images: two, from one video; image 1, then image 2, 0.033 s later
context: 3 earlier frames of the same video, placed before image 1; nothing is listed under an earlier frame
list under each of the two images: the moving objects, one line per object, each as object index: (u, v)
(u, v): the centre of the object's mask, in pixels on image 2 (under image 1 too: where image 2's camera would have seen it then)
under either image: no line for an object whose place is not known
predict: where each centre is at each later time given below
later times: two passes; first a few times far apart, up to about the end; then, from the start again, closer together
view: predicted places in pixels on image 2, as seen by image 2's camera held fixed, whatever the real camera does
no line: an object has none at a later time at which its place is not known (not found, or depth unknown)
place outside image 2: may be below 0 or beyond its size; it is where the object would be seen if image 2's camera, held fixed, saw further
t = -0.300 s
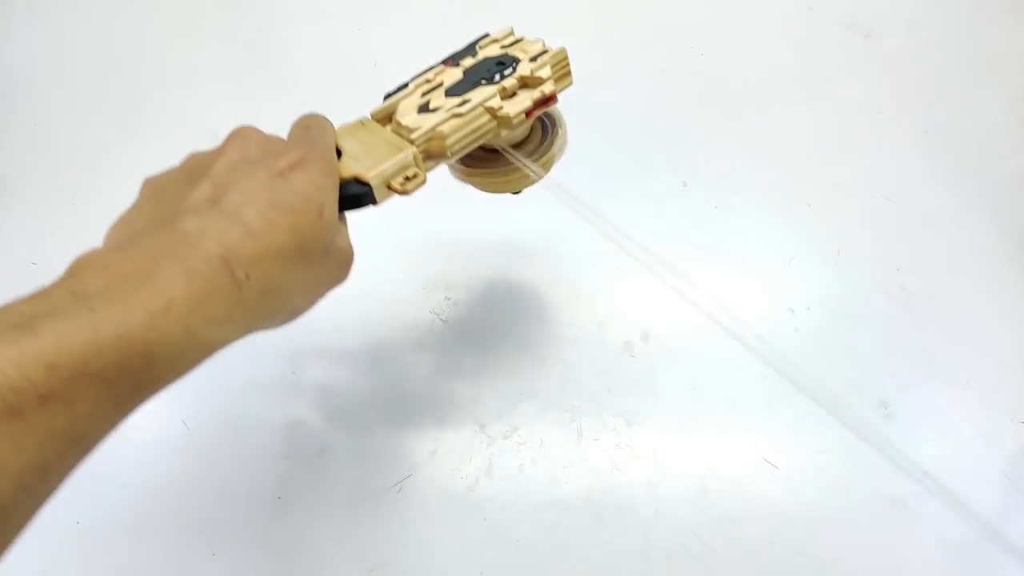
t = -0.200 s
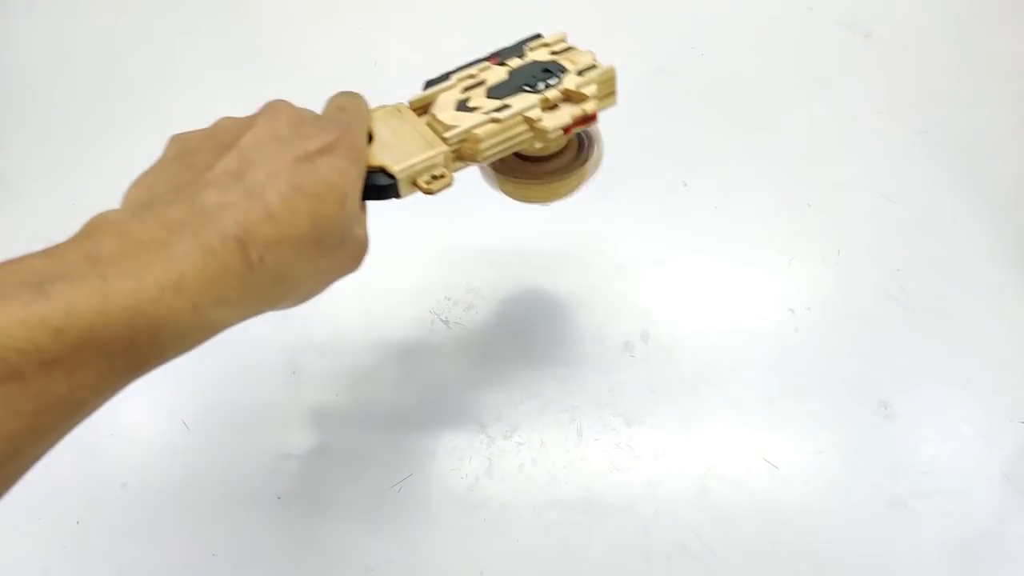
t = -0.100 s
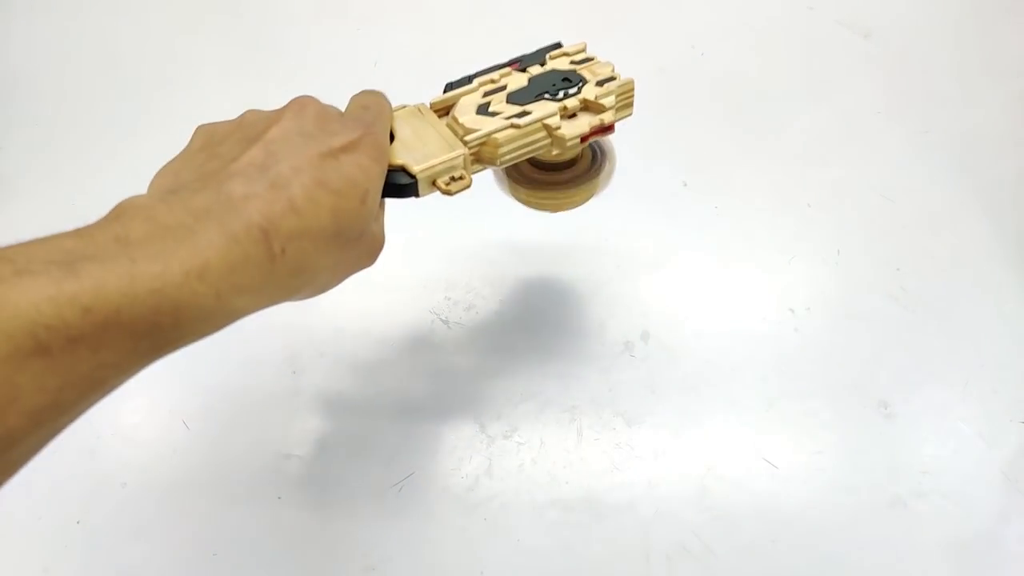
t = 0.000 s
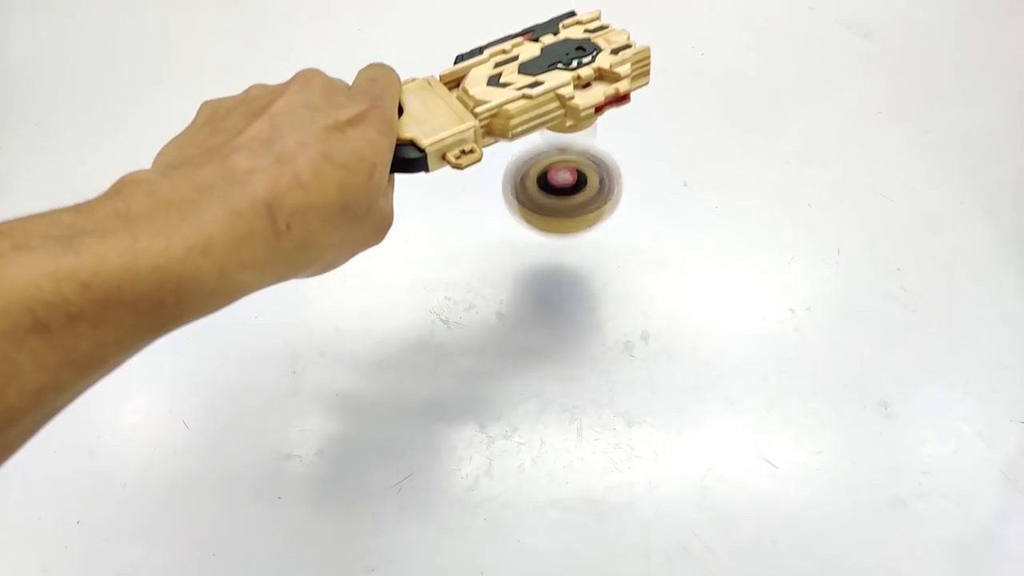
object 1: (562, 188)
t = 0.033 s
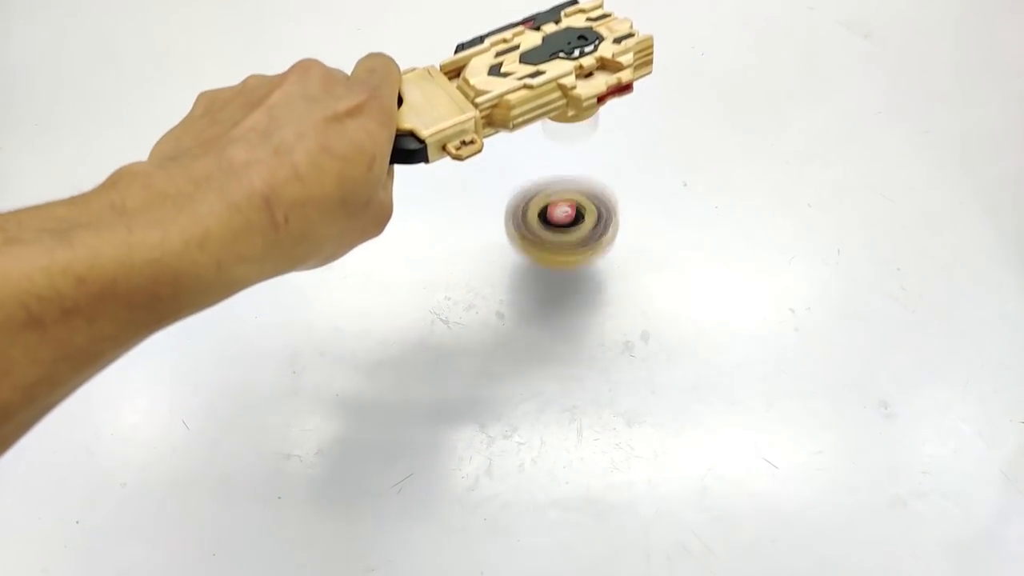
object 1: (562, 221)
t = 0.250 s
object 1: (537, 198)
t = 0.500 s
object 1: (546, 151)
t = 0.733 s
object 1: (558, 130)
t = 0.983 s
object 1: (558, 106)
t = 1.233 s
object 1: (544, 87)
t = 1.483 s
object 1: (521, 75)
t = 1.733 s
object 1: (496, 72)
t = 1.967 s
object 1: (474, 78)
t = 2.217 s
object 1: (457, 89)
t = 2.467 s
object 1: (451, 105)
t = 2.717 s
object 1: (457, 120)
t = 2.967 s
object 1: (472, 128)
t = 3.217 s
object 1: (489, 129)
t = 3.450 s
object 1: (503, 124)
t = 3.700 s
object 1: (510, 112)
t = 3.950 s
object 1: (508, 100)
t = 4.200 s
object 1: (496, 93)
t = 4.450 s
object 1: (482, 92)
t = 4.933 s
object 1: (466, 104)
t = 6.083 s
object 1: (492, 103)
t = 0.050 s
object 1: (560, 220)
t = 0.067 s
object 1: (559, 211)
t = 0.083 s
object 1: (557, 205)
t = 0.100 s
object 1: (554, 201)
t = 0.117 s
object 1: (552, 200)
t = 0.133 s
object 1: (549, 203)
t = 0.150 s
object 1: (547, 208)
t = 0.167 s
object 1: (544, 216)
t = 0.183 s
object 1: (542, 220)
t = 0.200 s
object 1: (541, 210)
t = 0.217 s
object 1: (540, 203)
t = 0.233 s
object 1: (539, 199)
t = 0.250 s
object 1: (537, 198)
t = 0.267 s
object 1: (536, 198)
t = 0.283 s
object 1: (535, 190)
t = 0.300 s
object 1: (535, 185)
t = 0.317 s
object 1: (534, 182)
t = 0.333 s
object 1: (534, 176)
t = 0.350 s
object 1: (536, 172)
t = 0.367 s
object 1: (536, 168)
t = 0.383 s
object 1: (538, 165)
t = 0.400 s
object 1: (540, 162)
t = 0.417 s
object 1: (541, 160)
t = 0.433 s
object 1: (542, 158)
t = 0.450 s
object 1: (543, 156)
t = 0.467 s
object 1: (544, 155)
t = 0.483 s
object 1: (545, 153)
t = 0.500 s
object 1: (546, 151)
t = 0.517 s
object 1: (547, 150)
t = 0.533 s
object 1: (548, 148)
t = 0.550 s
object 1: (549, 147)
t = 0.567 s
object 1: (550, 145)
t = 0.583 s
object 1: (551, 144)
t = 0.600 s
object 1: (552, 142)
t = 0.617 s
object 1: (553, 140)
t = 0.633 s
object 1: (554, 139)
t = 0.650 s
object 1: (555, 137)
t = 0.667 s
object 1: (555, 136)
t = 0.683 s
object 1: (556, 134)
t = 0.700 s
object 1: (557, 133)
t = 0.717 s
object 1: (558, 131)
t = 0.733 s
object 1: (558, 130)
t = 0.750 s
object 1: (559, 128)
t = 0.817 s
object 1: (560, 122)
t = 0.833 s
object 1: (560, 120)
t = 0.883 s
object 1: (560, 115)
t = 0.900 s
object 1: (560, 114)
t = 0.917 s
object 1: (559, 112)
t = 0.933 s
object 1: (559, 110)
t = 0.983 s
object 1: (558, 106)
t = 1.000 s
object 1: (557, 104)
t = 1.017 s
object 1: (557, 103)
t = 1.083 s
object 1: (554, 98)
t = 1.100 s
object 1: (553, 96)
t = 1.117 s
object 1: (552, 95)
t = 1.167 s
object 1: (549, 91)
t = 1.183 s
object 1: (547, 90)
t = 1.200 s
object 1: (546, 88)
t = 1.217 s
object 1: (545, 87)
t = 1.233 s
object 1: (544, 87)
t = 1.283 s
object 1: (540, 83)
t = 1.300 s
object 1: (539, 82)
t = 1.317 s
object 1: (537, 81)
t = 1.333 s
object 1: (535, 81)
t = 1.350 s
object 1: (534, 80)
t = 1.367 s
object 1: (533, 79)
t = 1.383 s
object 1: (531, 78)
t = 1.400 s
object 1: (530, 78)
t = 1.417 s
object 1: (528, 77)
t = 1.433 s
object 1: (527, 77)
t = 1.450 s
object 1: (525, 76)
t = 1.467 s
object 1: (523, 75)
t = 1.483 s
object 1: (521, 75)
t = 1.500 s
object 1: (520, 74)
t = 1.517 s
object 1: (518, 74)
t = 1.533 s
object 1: (517, 74)
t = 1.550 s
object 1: (515, 74)
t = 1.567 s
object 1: (513, 73)
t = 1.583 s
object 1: (511, 73)
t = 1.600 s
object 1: (509, 73)
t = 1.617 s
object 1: (508, 72)
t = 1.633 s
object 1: (506, 72)
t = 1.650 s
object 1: (505, 72)
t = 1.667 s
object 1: (503, 72)
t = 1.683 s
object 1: (501, 72)
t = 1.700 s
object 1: (499, 72)
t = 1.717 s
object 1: (497, 72)
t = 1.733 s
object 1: (496, 72)
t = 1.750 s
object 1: (494, 73)
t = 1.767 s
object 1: (493, 73)
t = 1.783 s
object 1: (491, 73)
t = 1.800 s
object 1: (489, 74)
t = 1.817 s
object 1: (488, 74)
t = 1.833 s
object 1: (486, 74)
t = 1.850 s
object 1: (485, 74)
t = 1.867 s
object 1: (483, 75)
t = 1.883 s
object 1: (482, 75)
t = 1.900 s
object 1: (480, 76)
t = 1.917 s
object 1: (478, 76)
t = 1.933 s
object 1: (477, 77)
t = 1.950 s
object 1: (476, 77)
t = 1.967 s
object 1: (474, 78)
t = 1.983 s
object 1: (473, 78)
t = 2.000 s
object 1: (472, 79)
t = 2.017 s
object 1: (470, 80)
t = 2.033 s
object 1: (469, 80)
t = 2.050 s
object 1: (467, 81)
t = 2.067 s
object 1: (466, 82)
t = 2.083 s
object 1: (465, 83)
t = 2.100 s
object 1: (464, 84)
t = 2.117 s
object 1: (462, 84)
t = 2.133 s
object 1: (462, 85)
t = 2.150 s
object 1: (461, 86)
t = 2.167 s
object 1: (460, 87)
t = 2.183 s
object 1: (459, 88)
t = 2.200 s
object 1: (458, 89)
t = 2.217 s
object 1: (457, 89)
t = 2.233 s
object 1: (457, 90)
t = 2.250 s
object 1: (456, 92)
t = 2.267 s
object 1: (455, 93)
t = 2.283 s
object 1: (454, 93)
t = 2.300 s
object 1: (454, 94)
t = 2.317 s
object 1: (453, 95)
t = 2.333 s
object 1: (453, 96)
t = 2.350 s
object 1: (452, 98)
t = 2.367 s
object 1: (452, 98)
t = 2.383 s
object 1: (452, 99)
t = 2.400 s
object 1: (452, 100)
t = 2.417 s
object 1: (451, 102)
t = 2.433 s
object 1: (451, 103)
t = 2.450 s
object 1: (451, 104)
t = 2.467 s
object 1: (451, 105)
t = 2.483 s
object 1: (451, 106)
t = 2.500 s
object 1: (451, 107)
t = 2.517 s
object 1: (451, 108)
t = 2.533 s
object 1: (452, 109)
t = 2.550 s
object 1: (452, 110)
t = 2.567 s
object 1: (452, 111)
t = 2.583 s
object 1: (452, 112)
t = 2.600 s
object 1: (453, 113)
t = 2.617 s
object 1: (453, 114)
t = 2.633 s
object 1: (454, 115)
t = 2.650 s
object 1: (454, 116)
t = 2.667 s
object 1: (455, 117)
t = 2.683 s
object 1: (456, 118)
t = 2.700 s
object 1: (456, 119)
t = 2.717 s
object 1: (457, 120)
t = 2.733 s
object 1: (457, 121)
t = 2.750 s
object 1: (458, 121)
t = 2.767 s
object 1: (459, 122)
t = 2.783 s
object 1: (460, 123)
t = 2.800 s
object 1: (461, 123)
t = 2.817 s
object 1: (462, 124)
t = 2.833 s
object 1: (463, 125)
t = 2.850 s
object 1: (464, 126)
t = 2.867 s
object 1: (465, 126)
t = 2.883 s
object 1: (466, 126)
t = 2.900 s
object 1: (467, 127)
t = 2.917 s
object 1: (468, 127)
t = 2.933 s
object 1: (469, 128)
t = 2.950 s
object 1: (470, 128)
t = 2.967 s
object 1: (472, 128)
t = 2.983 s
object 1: (472, 129)
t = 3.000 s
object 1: (473, 129)
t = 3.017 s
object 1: (475, 129)
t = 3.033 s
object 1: (476, 130)
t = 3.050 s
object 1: (477, 130)
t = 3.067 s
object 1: (478, 130)
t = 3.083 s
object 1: (480, 130)
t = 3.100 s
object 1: (481, 130)
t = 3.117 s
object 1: (482, 130)
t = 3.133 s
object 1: (484, 130)
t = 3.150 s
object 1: (485, 130)
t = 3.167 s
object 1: (485, 130)
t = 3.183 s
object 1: (487, 130)
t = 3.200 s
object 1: (488, 129)
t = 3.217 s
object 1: (489, 129)
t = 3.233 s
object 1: (490, 130)
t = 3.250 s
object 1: (492, 129)
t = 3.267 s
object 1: (493, 129)
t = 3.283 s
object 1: (494, 129)
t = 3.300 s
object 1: (494, 128)
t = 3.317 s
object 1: (496, 128)
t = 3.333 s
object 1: (497, 127)
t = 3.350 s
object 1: (498, 127)
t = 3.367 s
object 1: (499, 126)
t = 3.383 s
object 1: (499, 126)
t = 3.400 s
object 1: (500, 126)
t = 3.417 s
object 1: (501, 125)
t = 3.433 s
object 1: (502, 124)
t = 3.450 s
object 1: (503, 124)
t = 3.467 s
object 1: (503, 123)
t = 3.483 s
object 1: (504, 122)
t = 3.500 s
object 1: (505, 122)
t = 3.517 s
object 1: (505, 121)
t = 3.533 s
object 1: (507, 120)
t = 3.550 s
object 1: (507, 120)
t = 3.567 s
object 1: (507, 119)
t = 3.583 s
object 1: (508, 118)
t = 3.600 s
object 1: (509, 117)
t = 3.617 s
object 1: (509, 117)
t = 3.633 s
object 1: (509, 115)
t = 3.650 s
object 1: (510, 115)
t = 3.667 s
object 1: (510, 114)
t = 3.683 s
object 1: (509, 113)
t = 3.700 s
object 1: (510, 112)
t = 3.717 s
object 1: (510, 112)
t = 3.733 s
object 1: (510, 111)
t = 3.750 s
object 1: (510, 110)
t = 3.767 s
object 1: (510, 109)
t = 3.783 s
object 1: (510, 108)
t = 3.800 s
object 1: (510, 107)
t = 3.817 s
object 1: (510, 107)
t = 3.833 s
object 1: (509, 106)
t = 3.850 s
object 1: (510, 105)
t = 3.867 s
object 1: (509, 104)
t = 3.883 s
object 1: (509, 104)
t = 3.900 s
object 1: (509, 103)
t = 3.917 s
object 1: (508, 102)
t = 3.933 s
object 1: (507, 102)
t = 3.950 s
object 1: (508, 100)
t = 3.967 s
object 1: (507, 100)
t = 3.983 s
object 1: (506, 99)
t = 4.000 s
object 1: (506, 98)
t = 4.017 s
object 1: (505, 98)
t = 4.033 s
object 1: (504, 98)
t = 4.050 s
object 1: (504, 97)
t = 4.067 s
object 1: (503, 96)
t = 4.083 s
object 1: (502, 96)
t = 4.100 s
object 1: (502, 95)
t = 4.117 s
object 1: (501, 95)
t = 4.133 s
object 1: (499, 94)
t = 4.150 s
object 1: (499, 94)
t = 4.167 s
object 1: (498, 94)
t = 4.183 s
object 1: (496, 93)
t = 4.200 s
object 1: (496, 93)
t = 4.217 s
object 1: (495, 93)
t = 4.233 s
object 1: (494, 92)
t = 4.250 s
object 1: (493, 92)
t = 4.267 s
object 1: (492, 92)
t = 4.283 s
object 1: (492, 92)
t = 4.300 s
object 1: (491, 92)
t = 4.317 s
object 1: (489, 91)
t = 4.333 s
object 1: (489, 91)
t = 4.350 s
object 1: (488, 91)
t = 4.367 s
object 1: (486, 91)
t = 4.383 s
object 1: (486, 91)
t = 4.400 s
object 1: (485, 92)
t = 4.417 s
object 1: (483, 91)
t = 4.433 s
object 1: (483, 92)
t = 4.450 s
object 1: (482, 92)
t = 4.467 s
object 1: (481, 91)
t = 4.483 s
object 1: (480, 92)
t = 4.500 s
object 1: (479, 92)
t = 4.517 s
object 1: (478, 93)
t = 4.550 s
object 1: (476, 93)
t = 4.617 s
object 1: (473, 94)
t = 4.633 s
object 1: (472, 95)
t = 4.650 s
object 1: (472, 95)
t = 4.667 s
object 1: (472, 95)
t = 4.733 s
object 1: (470, 97)
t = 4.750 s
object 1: (468, 98)
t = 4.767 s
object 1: (468, 98)
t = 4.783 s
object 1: (468, 99)
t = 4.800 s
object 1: (467, 99)
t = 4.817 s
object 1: (467, 99)
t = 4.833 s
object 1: (466, 100)
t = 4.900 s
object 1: (465, 103)
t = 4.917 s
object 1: (466, 103)
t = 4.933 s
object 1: (466, 104)
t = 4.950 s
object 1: (466, 104)
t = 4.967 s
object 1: (466, 105)
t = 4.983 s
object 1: (465, 105)
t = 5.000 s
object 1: (466, 106)
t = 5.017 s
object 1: (466, 107)
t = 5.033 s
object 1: (467, 108)
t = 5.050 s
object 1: (466, 108)
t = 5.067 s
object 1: (466, 108)
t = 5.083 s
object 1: (466, 109)
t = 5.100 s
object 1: (467, 110)
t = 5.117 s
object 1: (468, 110)
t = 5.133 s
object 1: (468, 110)
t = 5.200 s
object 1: (470, 113)
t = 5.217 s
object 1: (470, 113)
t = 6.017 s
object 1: (494, 105)
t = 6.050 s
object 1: (494, 104)
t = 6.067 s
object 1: (493, 104)
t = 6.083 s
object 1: (492, 103)
